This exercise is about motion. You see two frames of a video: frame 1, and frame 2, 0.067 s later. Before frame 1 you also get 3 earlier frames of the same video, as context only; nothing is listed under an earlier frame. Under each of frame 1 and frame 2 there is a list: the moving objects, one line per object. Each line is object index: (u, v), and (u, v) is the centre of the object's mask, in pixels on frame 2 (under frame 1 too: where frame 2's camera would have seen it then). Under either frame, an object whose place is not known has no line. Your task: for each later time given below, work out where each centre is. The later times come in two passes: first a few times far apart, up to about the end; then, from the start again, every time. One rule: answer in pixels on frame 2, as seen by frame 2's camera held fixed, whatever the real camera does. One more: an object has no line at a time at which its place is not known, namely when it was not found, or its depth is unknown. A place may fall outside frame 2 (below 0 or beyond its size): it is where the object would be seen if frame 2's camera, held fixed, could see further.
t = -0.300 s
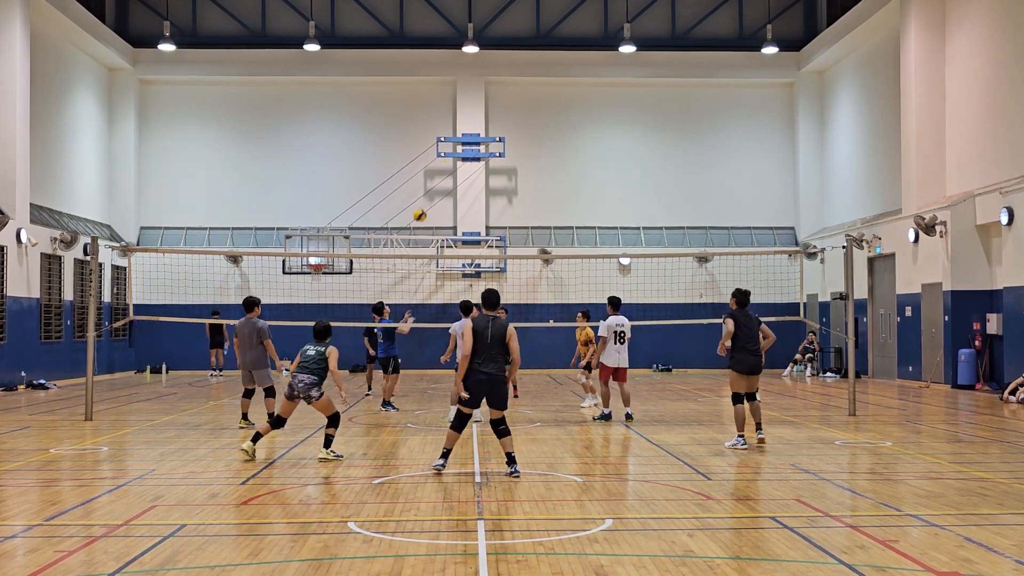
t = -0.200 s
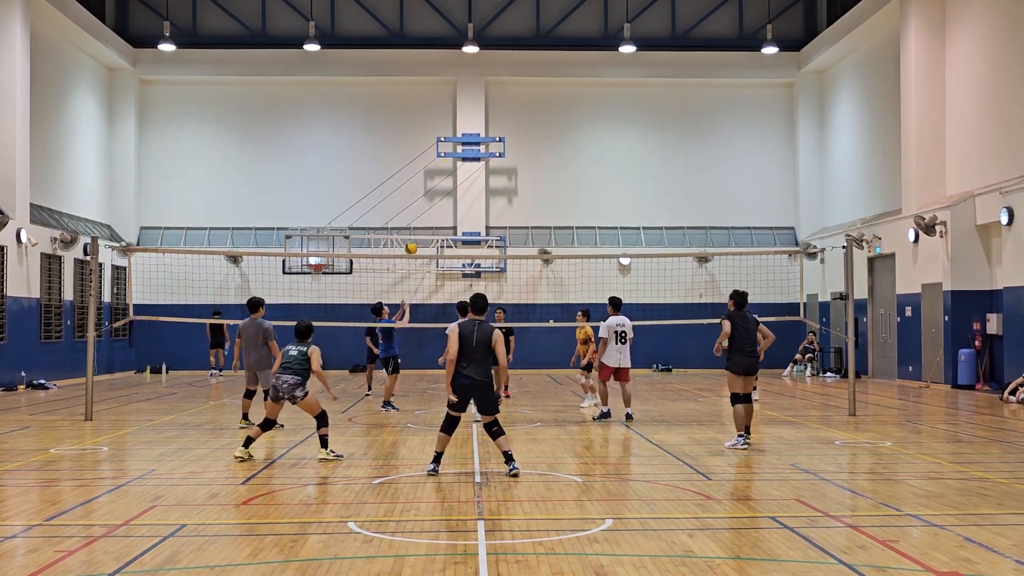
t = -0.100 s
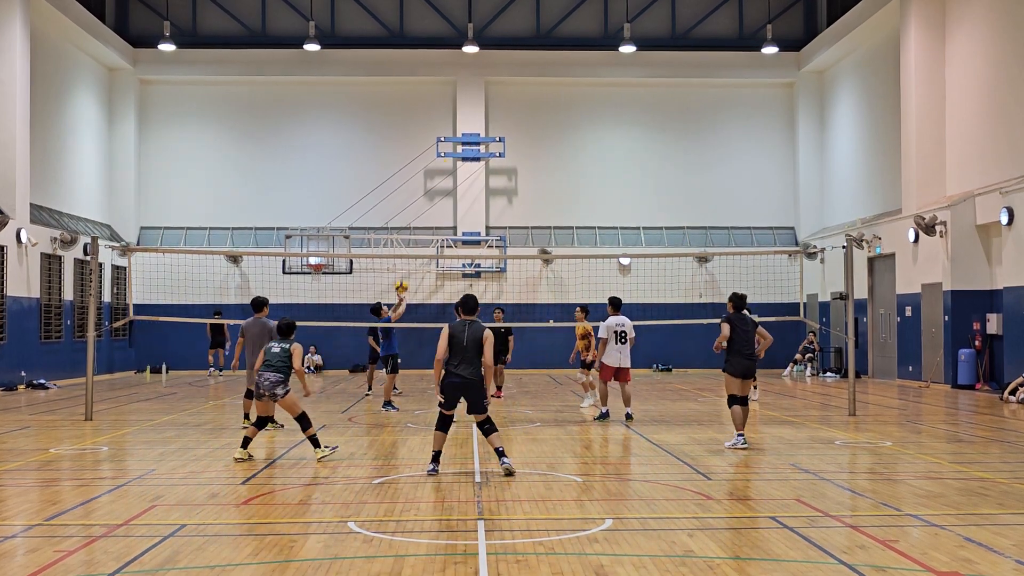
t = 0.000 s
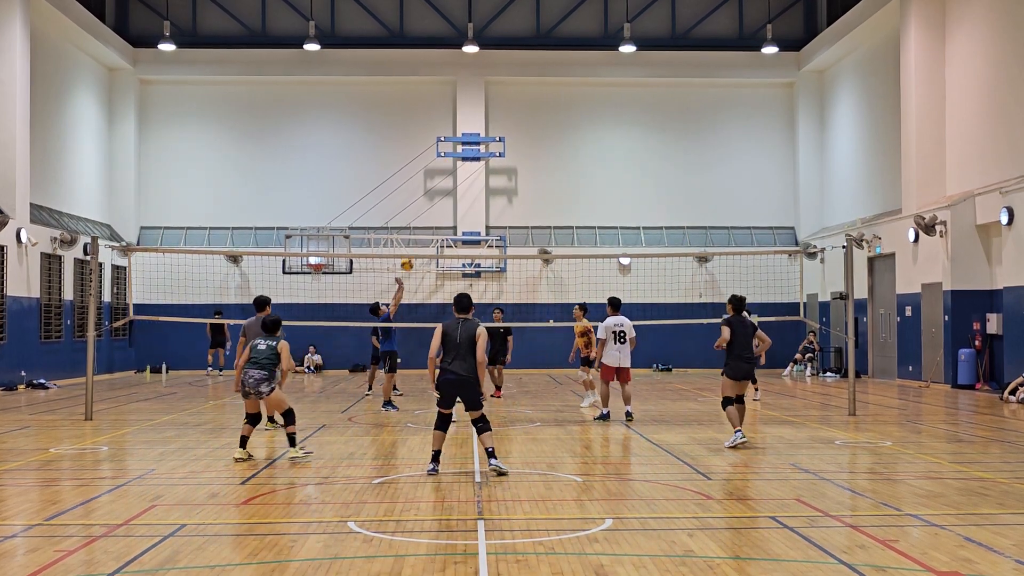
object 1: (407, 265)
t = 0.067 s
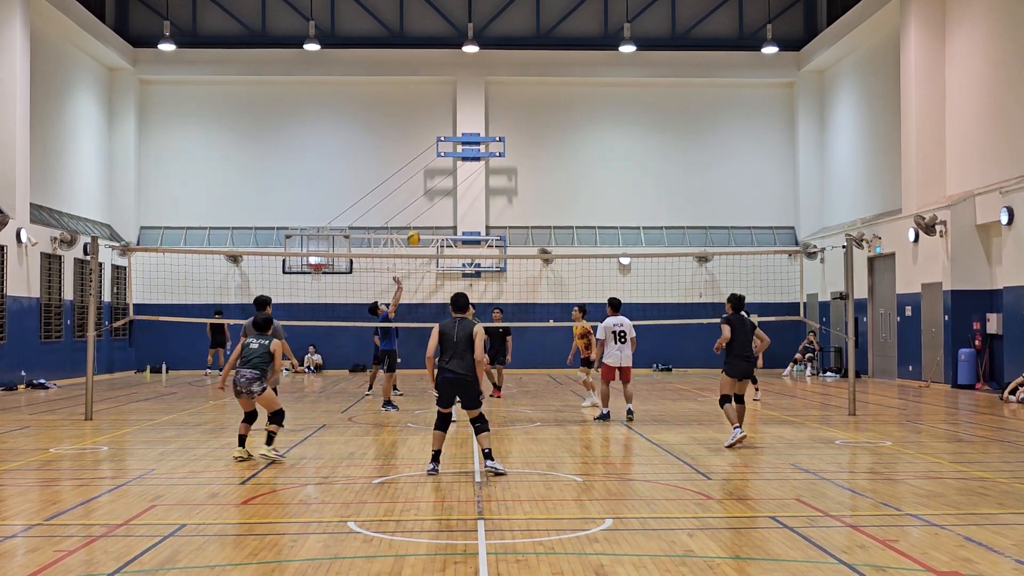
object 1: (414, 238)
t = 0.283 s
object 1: (435, 173)
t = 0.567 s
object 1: (463, 129)
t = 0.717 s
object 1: (478, 126)
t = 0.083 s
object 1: (415, 232)
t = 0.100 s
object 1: (417, 227)
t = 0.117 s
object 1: (419, 220)
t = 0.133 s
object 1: (420, 215)
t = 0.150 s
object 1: (422, 209)
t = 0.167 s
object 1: (424, 203)
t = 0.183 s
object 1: (426, 199)
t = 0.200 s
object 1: (427, 194)
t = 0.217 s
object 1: (429, 190)
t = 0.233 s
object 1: (430, 185)
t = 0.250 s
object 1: (433, 181)
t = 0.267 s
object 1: (434, 176)
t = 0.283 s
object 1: (435, 173)
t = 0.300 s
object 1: (437, 168)
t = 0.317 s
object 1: (439, 164)
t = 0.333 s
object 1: (440, 161)
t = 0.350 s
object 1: (442, 157)
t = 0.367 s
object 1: (443, 154)
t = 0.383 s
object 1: (445, 151)
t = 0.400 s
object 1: (447, 148)
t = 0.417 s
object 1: (449, 146)
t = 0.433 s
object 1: (450, 143)
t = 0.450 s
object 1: (451, 141)
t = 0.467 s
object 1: (454, 138)
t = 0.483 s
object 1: (455, 137)
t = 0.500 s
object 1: (457, 135)
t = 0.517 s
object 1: (458, 133)
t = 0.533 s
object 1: (459, 132)
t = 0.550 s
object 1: (461, 130)
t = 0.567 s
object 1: (463, 129)
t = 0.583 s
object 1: (465, 128)
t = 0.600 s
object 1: (466, 127)
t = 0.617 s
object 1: (468, 126)
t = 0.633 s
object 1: (469, 127)
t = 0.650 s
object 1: (471, 126)
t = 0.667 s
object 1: (473, 126)
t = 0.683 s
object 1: (474, 126)
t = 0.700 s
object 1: (476, 126)
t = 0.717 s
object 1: (478, 126)
